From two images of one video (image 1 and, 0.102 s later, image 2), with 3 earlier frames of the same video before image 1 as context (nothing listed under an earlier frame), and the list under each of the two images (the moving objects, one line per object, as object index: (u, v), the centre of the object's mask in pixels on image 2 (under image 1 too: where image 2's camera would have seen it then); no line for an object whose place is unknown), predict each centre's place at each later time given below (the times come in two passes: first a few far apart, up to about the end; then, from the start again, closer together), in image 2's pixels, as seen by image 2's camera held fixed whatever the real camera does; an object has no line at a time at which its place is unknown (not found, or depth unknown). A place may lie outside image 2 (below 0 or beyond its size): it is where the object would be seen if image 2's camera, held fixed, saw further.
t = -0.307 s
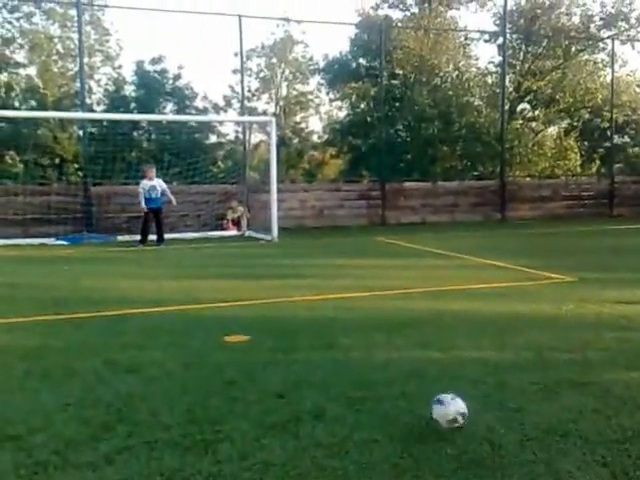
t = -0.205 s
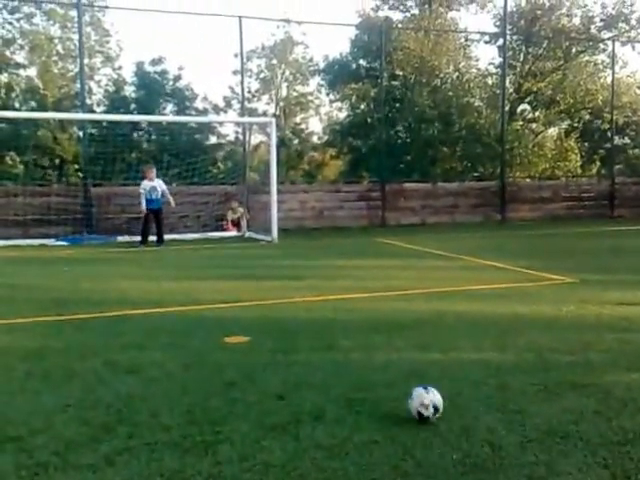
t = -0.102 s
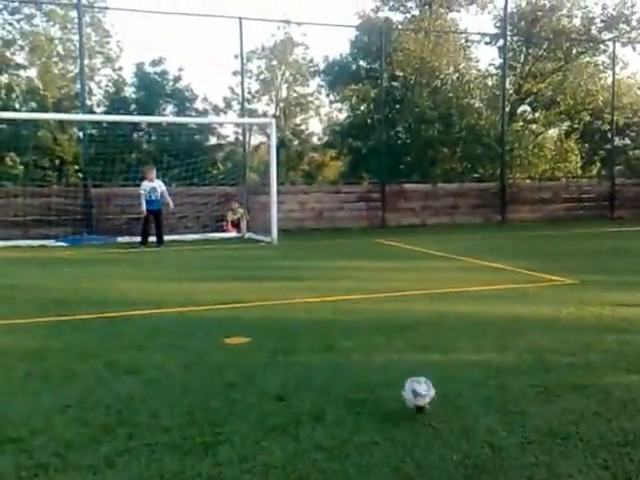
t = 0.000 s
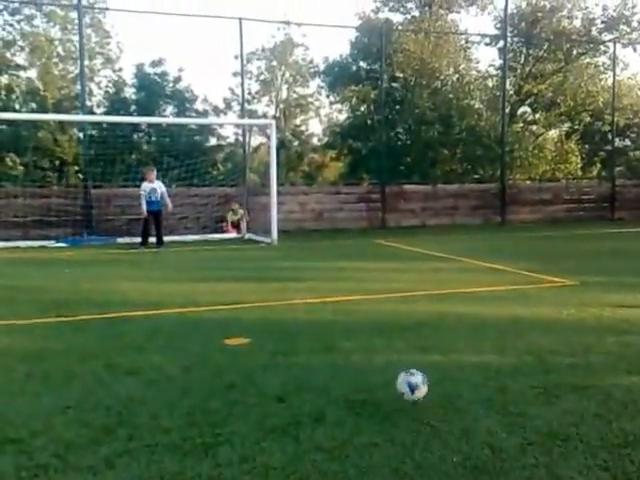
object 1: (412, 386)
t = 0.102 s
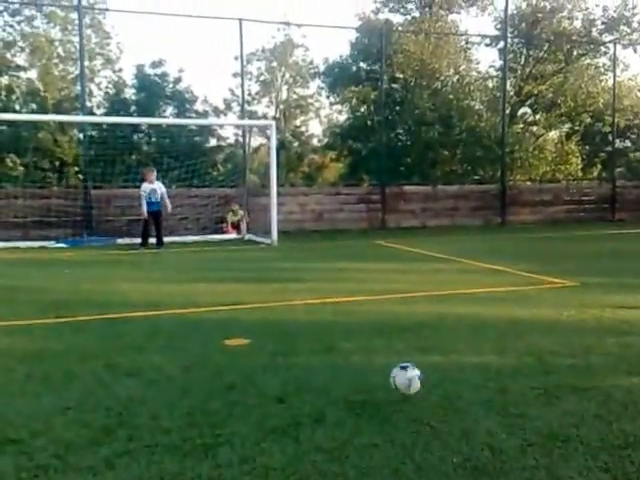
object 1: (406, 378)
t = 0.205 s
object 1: (399, 372)
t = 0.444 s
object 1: (387, 362)
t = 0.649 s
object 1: (376, 360)
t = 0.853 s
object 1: (367, 360)
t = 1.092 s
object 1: (358, 354)
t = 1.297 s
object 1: (354, 346)
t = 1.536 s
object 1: (346, 342)
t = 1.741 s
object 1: (342, 341)
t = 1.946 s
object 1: (338, 335)
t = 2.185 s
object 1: (333, 331)
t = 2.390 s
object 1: (328, 328)
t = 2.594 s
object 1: (324, 324)
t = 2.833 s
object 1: (320, 318)
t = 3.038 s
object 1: (316, 315)
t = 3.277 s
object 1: (313, 313)
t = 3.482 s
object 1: (309, 310)
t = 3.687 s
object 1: (307, 308)
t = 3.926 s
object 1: (305, 305)
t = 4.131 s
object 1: (303, 301)
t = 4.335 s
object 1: (300, 299)
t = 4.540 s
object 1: (297, 297)
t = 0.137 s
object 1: (404, 376)
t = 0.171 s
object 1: (401, 374)
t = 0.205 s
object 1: (399, 372)
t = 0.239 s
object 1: (398, 371)
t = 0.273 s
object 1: (396, 368)
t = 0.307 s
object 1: (394, 367)
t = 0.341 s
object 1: (392, 365)
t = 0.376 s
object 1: (390, 365)
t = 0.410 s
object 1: (388, 363)
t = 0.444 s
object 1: (387, 362)
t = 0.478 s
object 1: (384, 361)
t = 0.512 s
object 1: (383, 361)
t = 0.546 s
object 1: (381, 361)
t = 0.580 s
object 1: (379, 360)
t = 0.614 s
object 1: (378, 360)
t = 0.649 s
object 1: (376, 360)
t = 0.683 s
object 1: (375, 360)
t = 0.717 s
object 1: (373, 360)
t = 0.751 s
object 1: (372, 360)
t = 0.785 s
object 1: (370, 360)
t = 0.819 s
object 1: (368, 360)
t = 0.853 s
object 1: (367, 360)
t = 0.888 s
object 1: (365, 361)
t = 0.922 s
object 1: (364, 360)
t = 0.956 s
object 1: (362, 360)
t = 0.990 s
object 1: (361, 359)
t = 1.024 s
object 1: (359, 358)
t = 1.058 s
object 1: (359, 356)
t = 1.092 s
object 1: (358, 354)
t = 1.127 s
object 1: (357, 352)
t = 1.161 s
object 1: (356, 351)
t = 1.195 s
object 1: (356, 350)
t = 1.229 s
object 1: (356, 349)
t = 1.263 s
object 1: (355, 347)
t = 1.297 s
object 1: (354, 346)
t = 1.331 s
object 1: (353, 345)
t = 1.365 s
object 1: (352, 344)
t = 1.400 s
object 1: (352, 344)
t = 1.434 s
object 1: (350, 343)
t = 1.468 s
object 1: (349, 343)
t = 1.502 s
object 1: (348, 343)
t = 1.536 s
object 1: (346, 342)
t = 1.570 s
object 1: (346, 342)
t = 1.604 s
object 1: (345, 342)
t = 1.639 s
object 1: (344, 342)
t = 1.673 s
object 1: (343, 342)
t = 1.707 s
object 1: (342, 342)
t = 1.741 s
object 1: (342, 341)
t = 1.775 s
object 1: (341, 341)
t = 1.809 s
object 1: (341, 339)
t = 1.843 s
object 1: (340, 338)
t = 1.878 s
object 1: (340, 337)
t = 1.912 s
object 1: (338, 336)
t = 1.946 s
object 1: (338, 335)
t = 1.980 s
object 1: (337, 334)
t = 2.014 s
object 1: (336, 334)
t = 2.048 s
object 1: (336, 333)
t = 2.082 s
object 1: (335, 332)
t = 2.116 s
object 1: (334, 332)
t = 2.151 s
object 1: (333, 331)
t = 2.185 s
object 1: (333, 331)
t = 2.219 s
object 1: (332, 331)
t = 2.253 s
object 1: (331, 330)
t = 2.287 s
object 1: (331, 330)
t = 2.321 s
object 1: (330, 329)
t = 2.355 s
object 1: (329, 329)
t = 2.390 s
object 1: (328, 328)
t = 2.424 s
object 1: (328, 327)
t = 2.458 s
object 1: (327, 326)
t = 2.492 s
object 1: (326, 325)
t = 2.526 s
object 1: (325, 325)
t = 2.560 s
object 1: (325, 324)
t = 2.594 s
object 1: (324, 324)
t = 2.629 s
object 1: (324, 323)
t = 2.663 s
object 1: (323, 323)
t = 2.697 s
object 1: (323, 322)
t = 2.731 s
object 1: (323, 322)
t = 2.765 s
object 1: (321, 320)
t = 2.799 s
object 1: (321, 319)
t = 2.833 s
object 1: (320, 318)
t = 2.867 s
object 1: (320, 318)
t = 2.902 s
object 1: (319, 317)
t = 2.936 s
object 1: (318, 316)
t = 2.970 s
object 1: (318, 316)
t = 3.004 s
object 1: (317, 315)
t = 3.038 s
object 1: (316, 315)
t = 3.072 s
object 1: (316, 314)
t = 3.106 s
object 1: (315, 314)
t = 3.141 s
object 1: (315, 314)
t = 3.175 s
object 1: (314, 314)
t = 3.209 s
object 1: (314, 314)
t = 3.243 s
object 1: (313, 314)
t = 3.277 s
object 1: (313, 313)
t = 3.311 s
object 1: (313, 312)
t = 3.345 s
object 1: (312, 312)
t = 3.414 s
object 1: (311, 311)
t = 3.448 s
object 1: (310, 311)
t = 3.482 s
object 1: (309, 310)
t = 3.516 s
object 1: (309, 310)
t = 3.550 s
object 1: (309, 309)
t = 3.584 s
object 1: (308, 309)
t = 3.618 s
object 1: (308, 309)
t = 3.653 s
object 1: (307, 308)
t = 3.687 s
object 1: (307, 308)
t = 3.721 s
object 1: (308, 307)
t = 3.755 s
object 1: (307, 307)
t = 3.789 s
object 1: (307, 307)
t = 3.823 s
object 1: (307, 307)
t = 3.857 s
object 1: (306, 306)
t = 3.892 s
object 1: (306, 305)
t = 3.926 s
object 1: (305, 305)
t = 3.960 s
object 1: (305, 305)
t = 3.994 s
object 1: (305, 304)
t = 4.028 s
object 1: (304, 304)
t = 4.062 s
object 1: (304, 303)
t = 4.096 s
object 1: (304, 303)
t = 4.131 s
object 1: (303, 301)
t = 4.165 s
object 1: (303, 301)
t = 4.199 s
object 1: (303, 301)
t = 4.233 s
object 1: (302, 300)
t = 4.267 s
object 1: (301, 300)
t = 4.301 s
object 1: (300, 299)
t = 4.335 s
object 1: (300, 299)
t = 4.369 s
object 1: (300, 299)
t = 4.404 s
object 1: (299, 299)
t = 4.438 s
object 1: (298, 299)
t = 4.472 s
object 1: (297, 298)
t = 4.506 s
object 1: (298, 298)
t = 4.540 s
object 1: (297, 297)
